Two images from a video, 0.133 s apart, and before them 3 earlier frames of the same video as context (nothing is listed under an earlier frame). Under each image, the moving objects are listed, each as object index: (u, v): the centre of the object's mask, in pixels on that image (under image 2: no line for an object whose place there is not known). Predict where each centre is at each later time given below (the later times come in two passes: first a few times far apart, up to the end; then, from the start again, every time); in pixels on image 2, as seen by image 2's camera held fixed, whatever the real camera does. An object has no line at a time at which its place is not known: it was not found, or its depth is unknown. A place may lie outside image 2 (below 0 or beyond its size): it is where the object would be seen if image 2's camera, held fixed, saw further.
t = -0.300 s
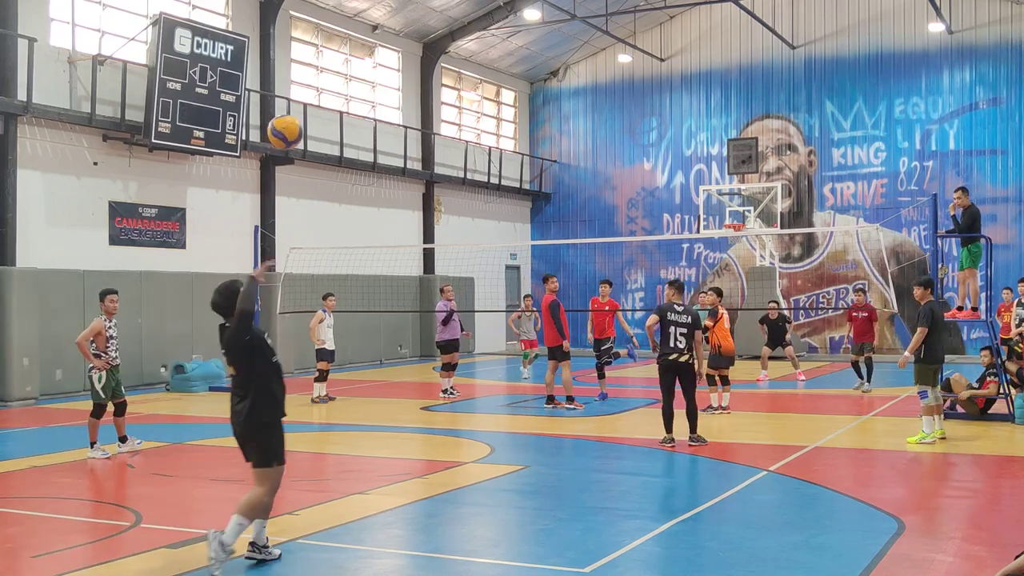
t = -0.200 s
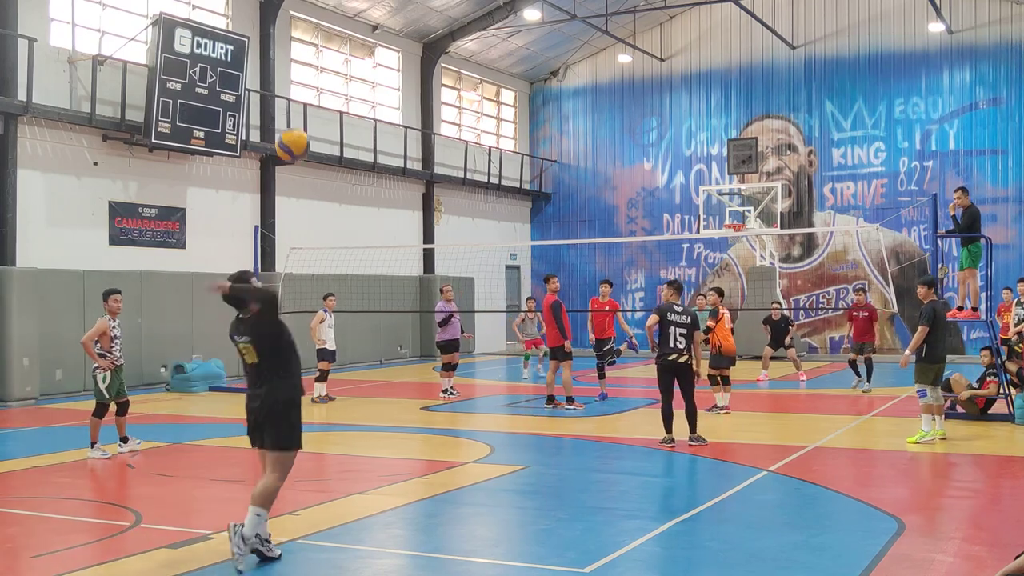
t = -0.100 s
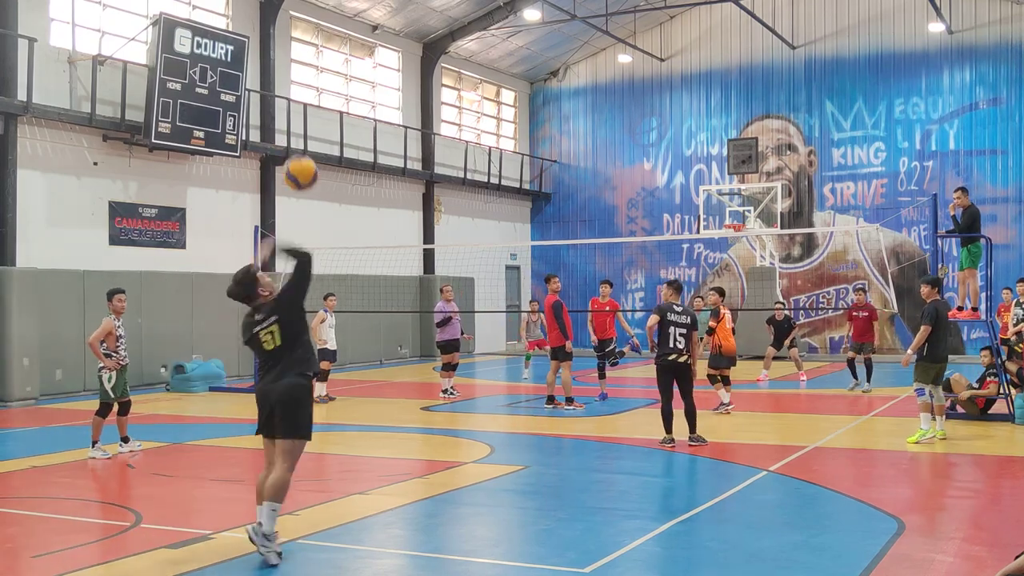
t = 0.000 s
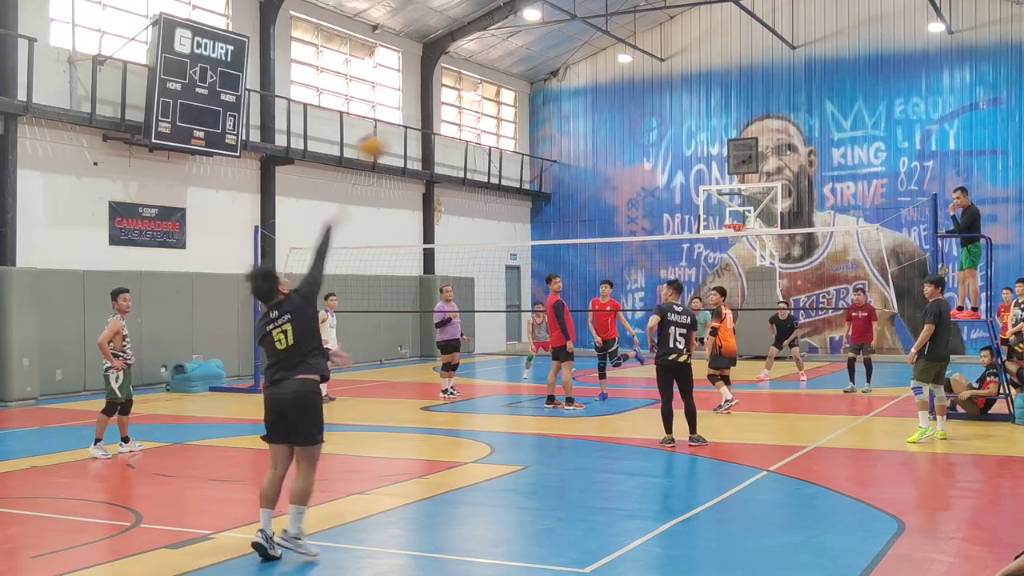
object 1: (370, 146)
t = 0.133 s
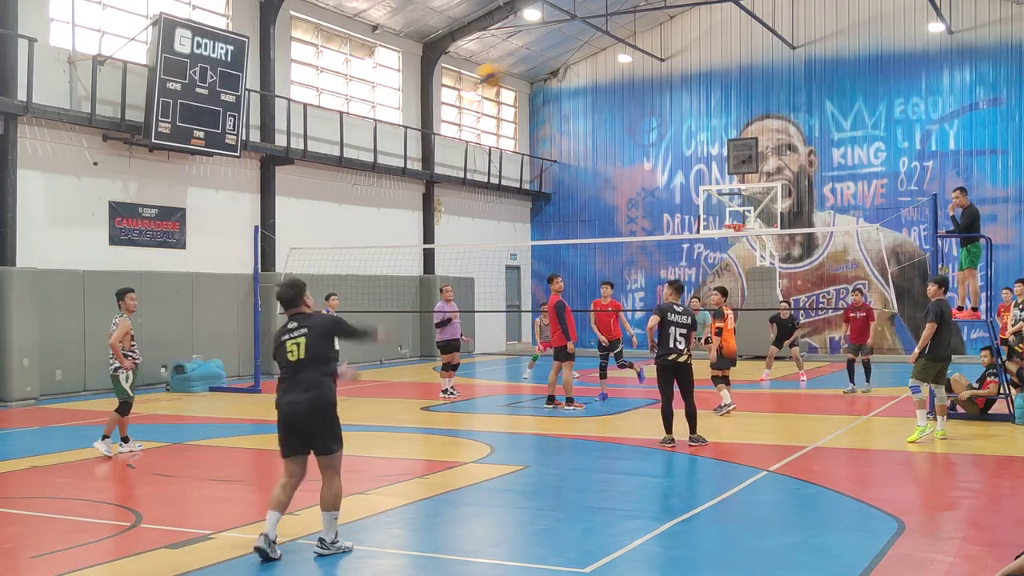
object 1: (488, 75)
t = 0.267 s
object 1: (575, 40)
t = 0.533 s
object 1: (697, 41)
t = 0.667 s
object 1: (739, 60)
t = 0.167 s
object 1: (512, 64)
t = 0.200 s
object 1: (536, 53)
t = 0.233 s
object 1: (556, 46)
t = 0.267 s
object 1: (575, 40)
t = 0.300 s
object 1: (594, 36)
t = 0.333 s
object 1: (611, 33)
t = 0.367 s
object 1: (627, 32)
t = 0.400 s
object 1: (643, 31)
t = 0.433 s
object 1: (657, 32)
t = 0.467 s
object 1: (671, 35)
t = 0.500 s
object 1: (684, 38)
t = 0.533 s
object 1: (697, 41)
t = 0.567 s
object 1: (708, 45)
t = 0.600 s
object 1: (719, 50)
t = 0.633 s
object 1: (730, 54)
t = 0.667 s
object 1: (739, 60)
